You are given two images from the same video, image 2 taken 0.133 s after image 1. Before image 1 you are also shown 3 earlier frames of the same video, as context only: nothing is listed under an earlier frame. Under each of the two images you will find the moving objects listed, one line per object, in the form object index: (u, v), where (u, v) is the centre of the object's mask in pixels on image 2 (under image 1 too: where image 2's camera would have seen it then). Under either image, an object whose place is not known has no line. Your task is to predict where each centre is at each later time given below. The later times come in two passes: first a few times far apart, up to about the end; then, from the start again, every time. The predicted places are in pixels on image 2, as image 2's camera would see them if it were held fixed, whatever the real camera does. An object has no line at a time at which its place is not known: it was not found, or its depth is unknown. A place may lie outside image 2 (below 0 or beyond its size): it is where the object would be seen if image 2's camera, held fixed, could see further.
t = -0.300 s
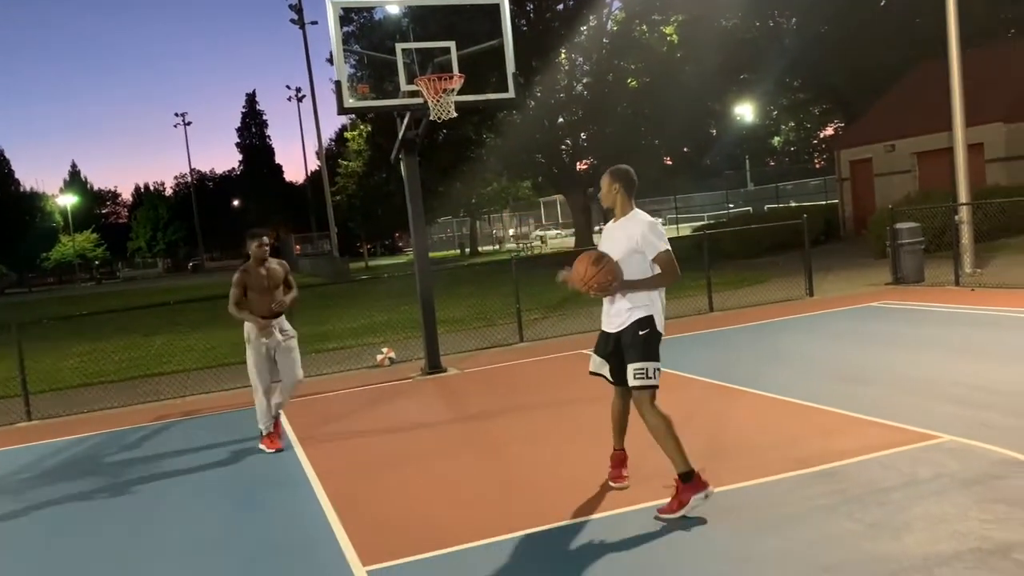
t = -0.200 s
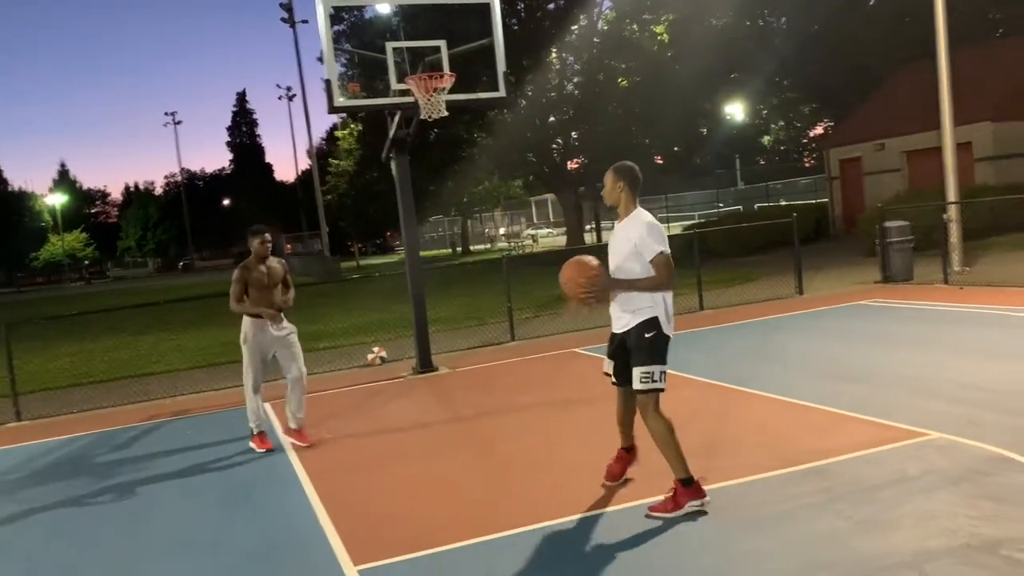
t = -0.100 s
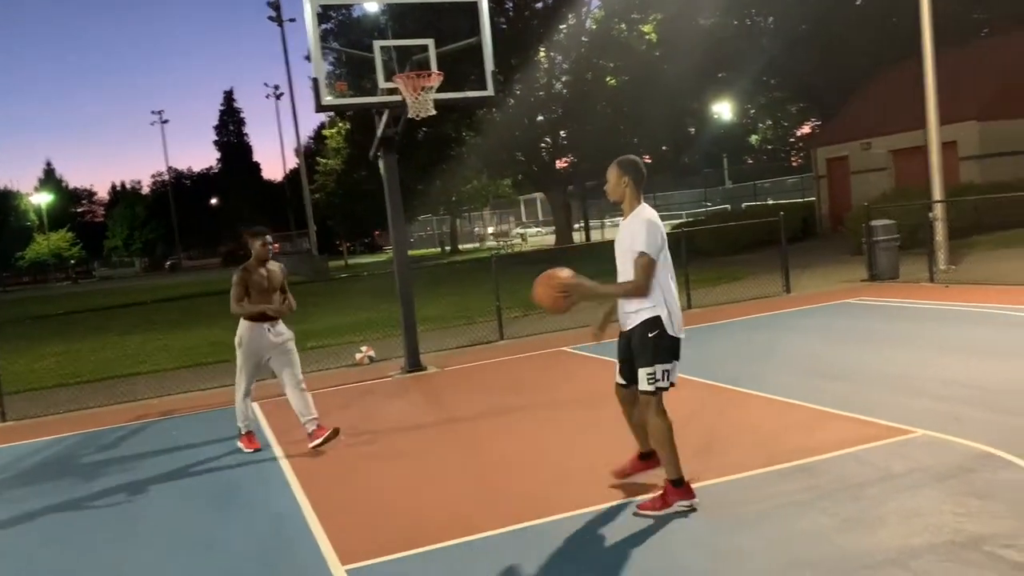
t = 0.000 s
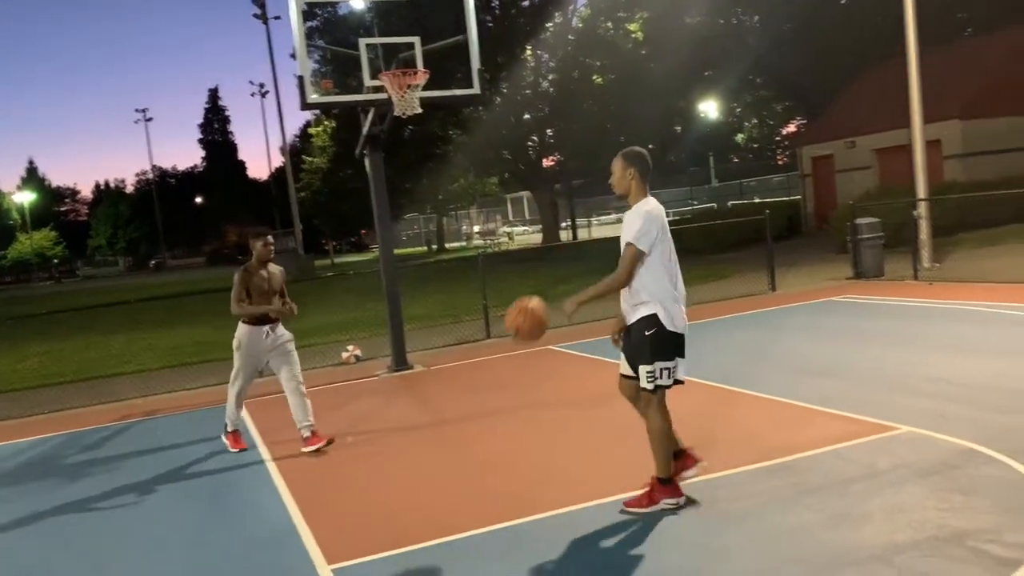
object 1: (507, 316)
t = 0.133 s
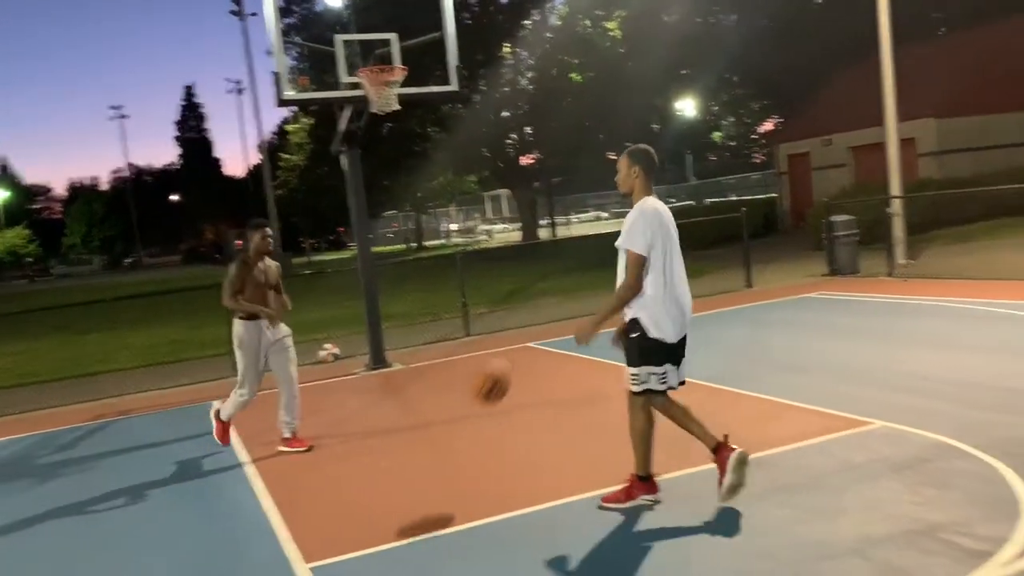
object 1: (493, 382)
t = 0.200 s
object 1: (483, 424)
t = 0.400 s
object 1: (455, 377)
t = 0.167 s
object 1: (486, 403)
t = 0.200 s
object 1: (483, 424)
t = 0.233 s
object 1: (480, 447)
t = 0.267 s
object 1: (476, 455)
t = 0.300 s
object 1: (470, 432)
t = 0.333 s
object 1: (464, 409)
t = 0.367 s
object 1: (458, 391)
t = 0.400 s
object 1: (455, 377)
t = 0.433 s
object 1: (449, 362)
